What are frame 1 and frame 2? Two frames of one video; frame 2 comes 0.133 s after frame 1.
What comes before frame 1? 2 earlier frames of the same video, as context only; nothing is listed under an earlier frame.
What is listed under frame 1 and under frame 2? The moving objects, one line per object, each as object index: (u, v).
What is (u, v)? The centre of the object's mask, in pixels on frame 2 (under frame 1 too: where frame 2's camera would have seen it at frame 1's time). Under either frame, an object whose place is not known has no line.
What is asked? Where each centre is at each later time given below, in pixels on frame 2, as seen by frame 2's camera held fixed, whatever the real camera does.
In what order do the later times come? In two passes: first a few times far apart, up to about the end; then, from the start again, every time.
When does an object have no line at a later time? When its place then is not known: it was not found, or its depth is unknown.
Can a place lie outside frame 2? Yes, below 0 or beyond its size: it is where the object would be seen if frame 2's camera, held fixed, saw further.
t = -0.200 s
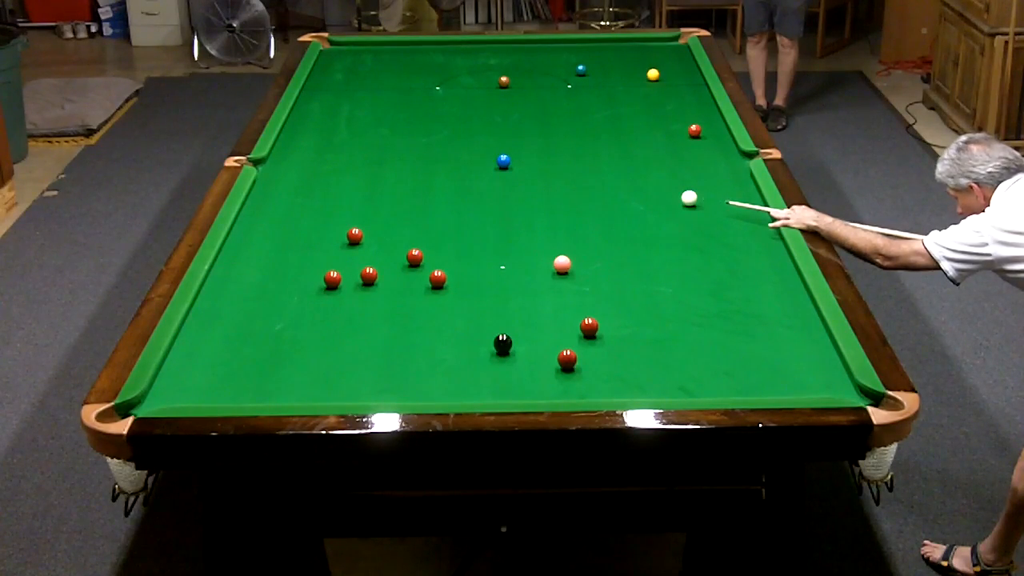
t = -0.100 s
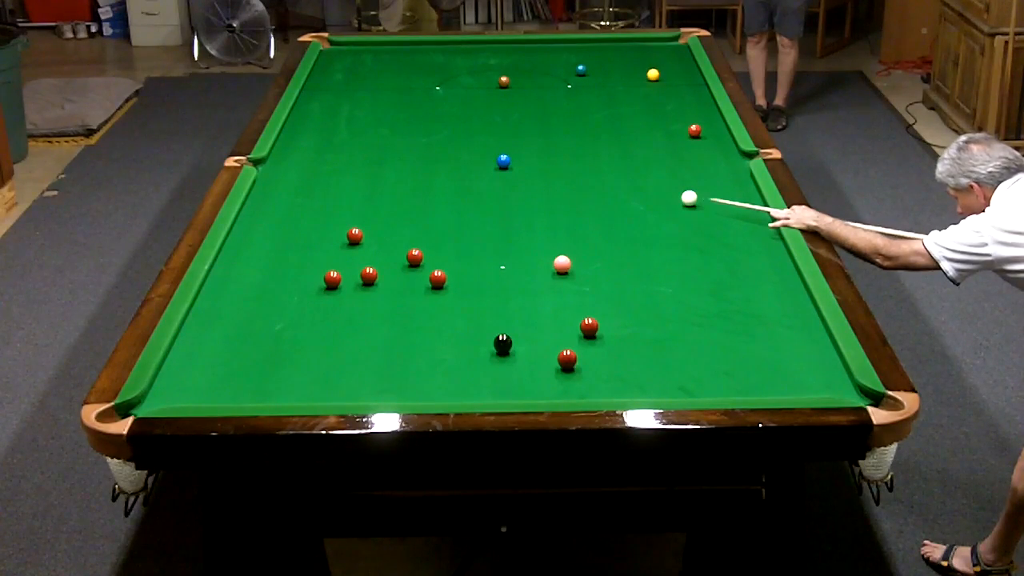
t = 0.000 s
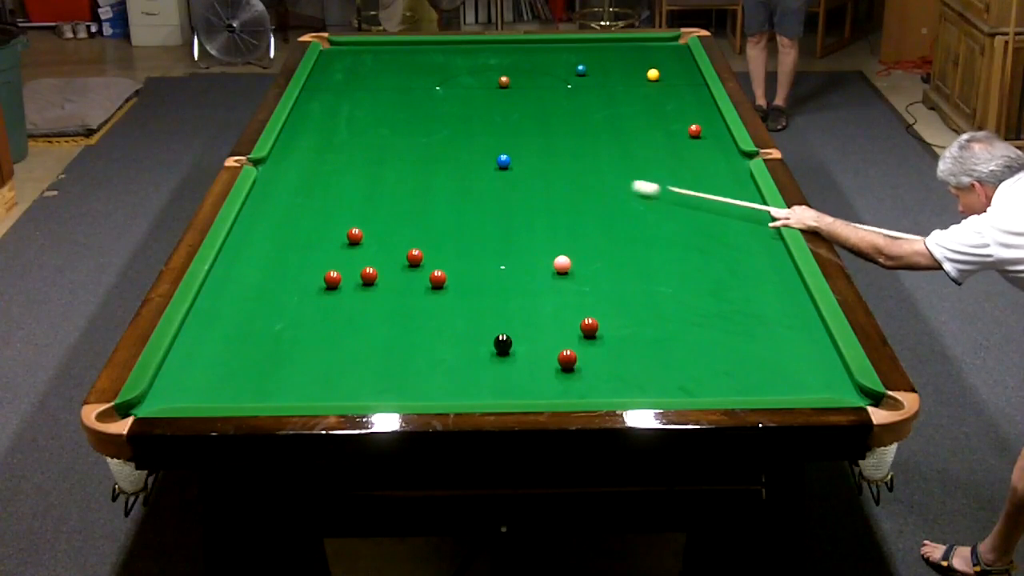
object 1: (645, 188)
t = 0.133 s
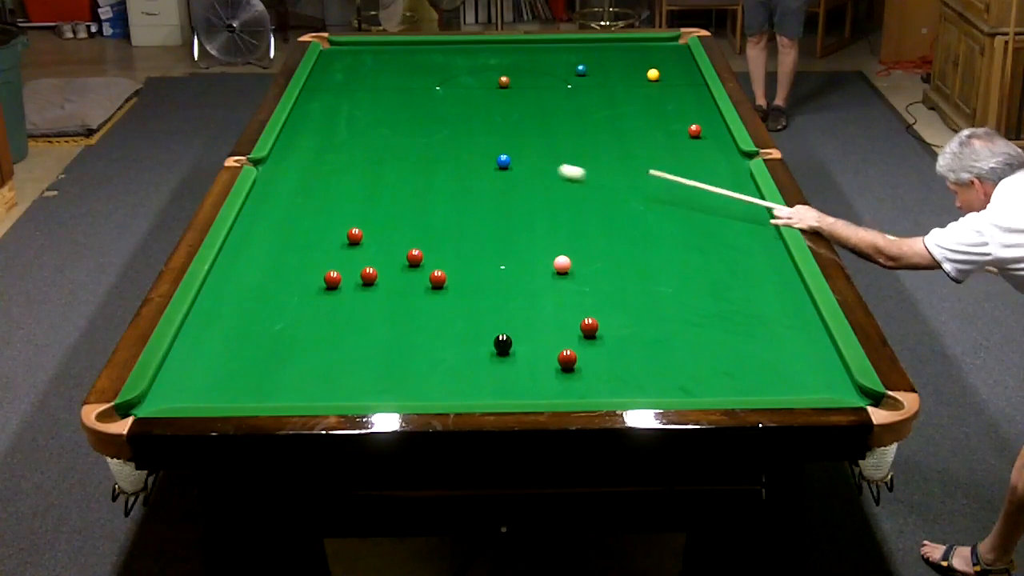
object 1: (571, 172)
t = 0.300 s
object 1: (514, 153)
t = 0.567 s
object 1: (484, 125)
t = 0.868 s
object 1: (448, 97)
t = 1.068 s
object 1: (427, 81)
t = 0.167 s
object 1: (554, 168)
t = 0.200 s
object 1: (537, 165)
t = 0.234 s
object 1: (522, 161)
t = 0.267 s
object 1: (516, 157)
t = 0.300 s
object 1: (514, 153)
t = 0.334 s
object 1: (512, 149)
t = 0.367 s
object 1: (509, 146)
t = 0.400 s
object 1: (506, 142)
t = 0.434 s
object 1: (501, 138)
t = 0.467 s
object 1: (497, 135)
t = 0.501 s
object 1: (492, 131)
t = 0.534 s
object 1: (488, 128)
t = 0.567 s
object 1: (484, 125)
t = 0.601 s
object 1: (480, 121)
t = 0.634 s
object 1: (475, 118)
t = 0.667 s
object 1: (471, 115)
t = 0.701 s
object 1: (467, 112)
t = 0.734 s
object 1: (463, 108)
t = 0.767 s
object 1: (459, 106)
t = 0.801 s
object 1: (456, 103)
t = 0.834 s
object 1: (452, 100)
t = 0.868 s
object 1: (448, 97)
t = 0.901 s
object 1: (444, 94)
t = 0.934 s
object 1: (441, 91)
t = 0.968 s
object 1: (437, 89)
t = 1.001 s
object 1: (434, 86)
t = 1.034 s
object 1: (431, 83)
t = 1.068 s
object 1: (427, 81)
